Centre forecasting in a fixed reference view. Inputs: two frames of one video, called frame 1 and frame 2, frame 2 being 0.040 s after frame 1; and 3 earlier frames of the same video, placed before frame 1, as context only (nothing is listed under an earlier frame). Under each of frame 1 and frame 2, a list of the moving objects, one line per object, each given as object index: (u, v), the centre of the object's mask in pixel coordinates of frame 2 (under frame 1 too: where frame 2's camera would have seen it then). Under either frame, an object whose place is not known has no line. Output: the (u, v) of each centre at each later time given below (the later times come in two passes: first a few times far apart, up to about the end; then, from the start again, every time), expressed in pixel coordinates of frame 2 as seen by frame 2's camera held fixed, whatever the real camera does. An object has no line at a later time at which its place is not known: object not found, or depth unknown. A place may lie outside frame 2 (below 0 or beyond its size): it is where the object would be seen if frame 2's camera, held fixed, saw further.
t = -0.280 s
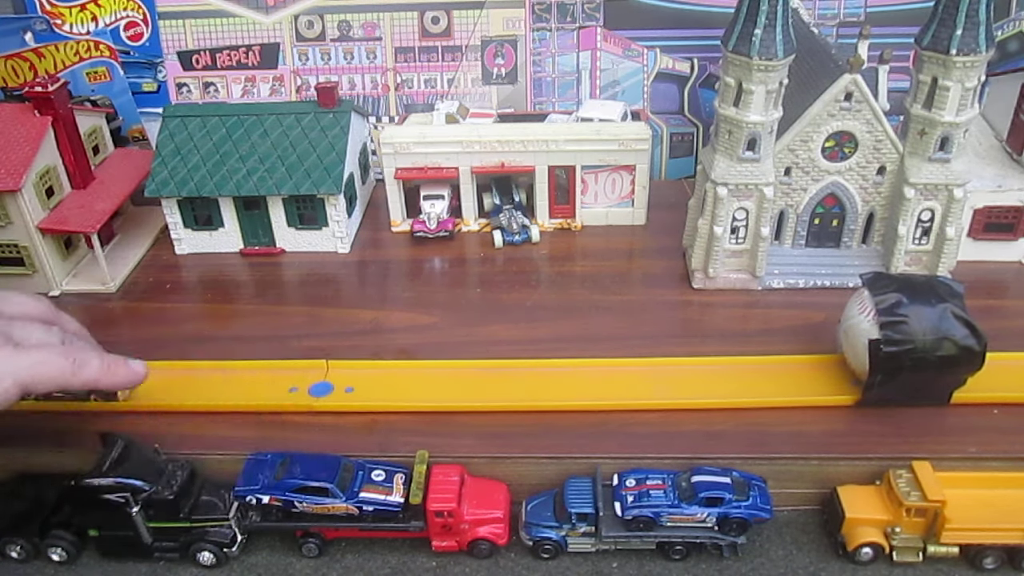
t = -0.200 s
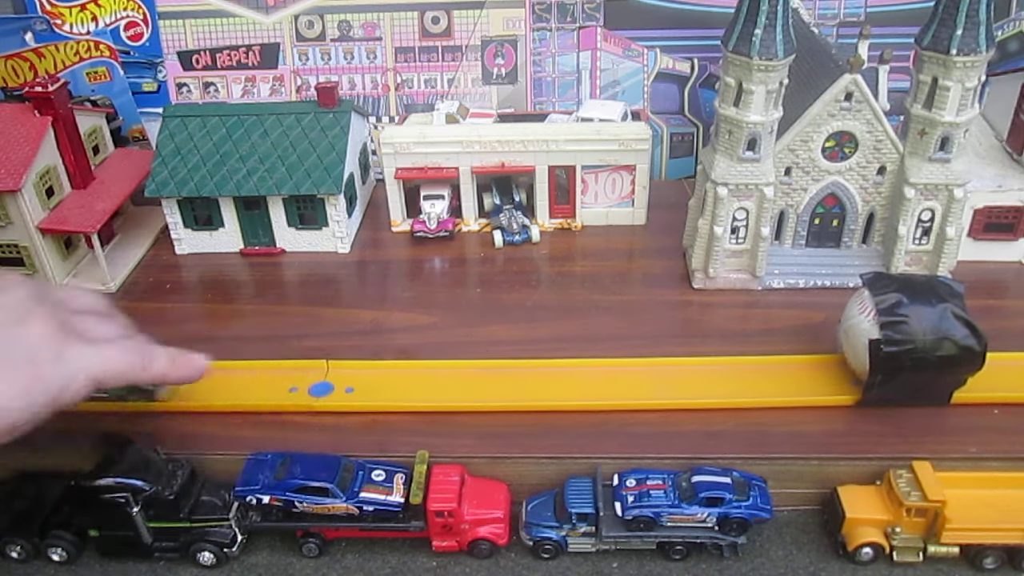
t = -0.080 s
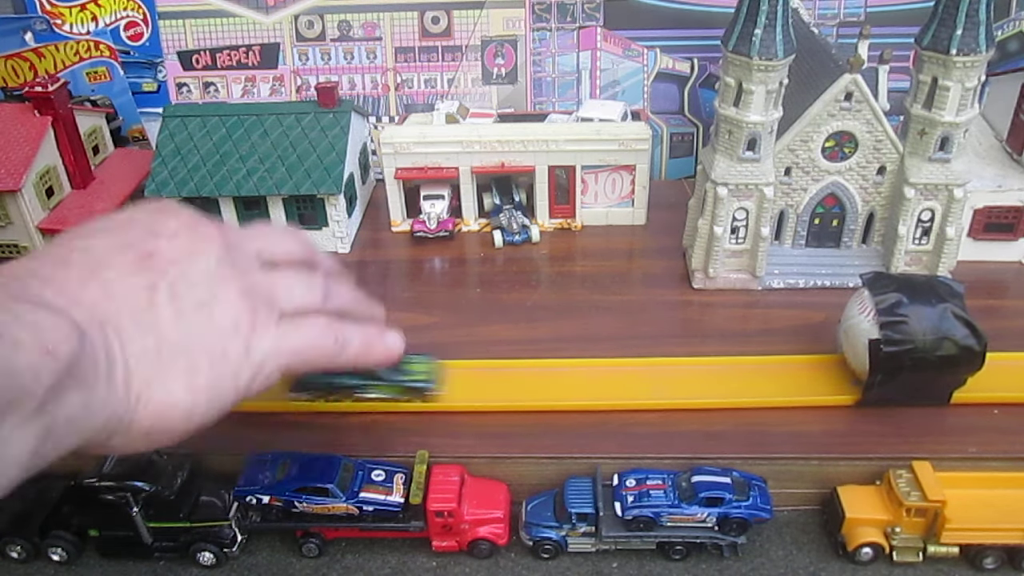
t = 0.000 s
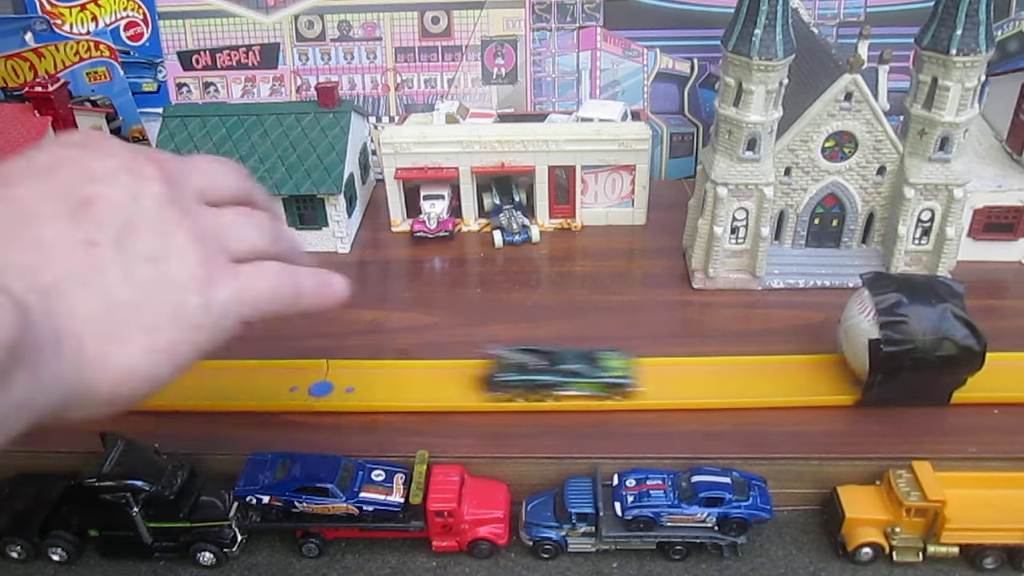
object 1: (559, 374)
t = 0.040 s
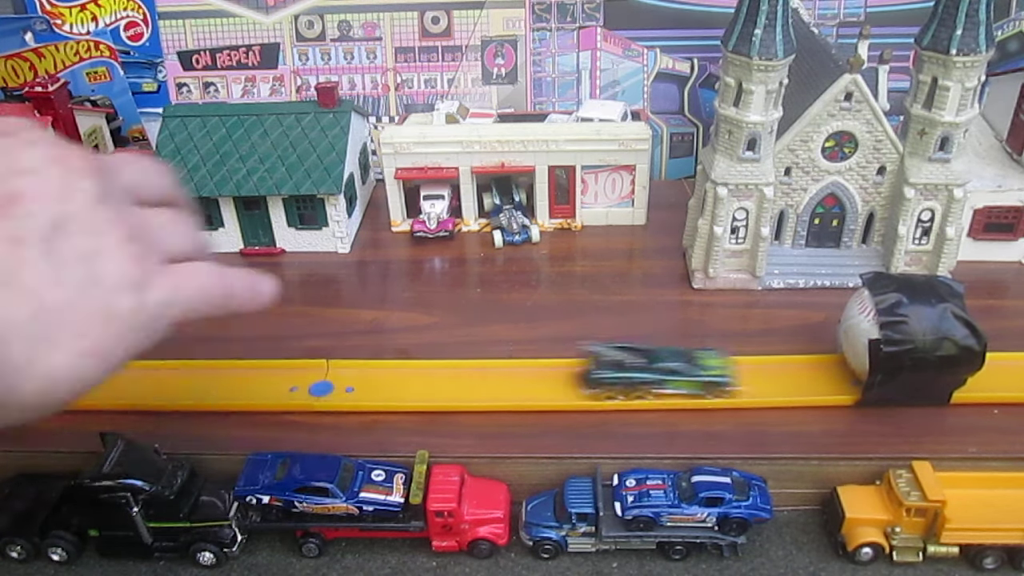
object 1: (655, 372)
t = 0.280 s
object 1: (613, 372)
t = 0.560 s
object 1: (402, 375)
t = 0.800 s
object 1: (256, 375)
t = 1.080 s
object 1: (119, 375)
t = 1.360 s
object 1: (78, 375)
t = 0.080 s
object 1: (748, 370)
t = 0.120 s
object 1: (761, 358)
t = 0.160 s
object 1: (717, 356)
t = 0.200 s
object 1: (681, 370)
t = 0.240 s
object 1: (650, 371)
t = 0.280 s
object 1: (613, 372)
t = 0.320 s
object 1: (580, 373)
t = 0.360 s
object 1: (550, 373)
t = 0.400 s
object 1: (520, 374)
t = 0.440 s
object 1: (489, 374)
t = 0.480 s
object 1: (459, 374)
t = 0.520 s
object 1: (430, 375)
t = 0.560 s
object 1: (402, 375)
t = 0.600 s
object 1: (376, 375)
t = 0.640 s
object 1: (351, 375)
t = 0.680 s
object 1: (326, 375)
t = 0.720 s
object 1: (302, 375)
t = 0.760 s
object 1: (278, 375)
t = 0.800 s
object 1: (256, 375)
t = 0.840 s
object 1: (233, 375)
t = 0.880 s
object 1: (212, 375)
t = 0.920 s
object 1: (192, 375)
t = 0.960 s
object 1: (173, 375)
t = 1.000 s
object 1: (154, 375)
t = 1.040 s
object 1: (135, 375)
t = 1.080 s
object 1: (119, 375)
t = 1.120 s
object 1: (103, 375)
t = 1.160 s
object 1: (88, 375)
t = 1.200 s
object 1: (72, 374)
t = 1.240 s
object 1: (66, 375)
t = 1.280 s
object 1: (69, 375)
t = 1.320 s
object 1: (73, 375)
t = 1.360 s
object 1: (78, 375)
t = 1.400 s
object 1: (82, 375)
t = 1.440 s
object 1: (85, 375)
